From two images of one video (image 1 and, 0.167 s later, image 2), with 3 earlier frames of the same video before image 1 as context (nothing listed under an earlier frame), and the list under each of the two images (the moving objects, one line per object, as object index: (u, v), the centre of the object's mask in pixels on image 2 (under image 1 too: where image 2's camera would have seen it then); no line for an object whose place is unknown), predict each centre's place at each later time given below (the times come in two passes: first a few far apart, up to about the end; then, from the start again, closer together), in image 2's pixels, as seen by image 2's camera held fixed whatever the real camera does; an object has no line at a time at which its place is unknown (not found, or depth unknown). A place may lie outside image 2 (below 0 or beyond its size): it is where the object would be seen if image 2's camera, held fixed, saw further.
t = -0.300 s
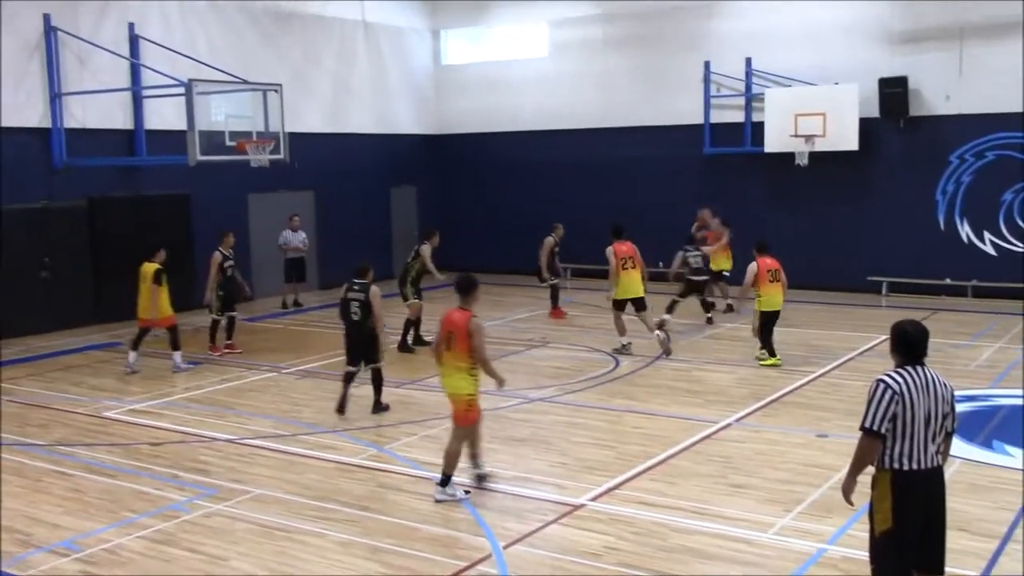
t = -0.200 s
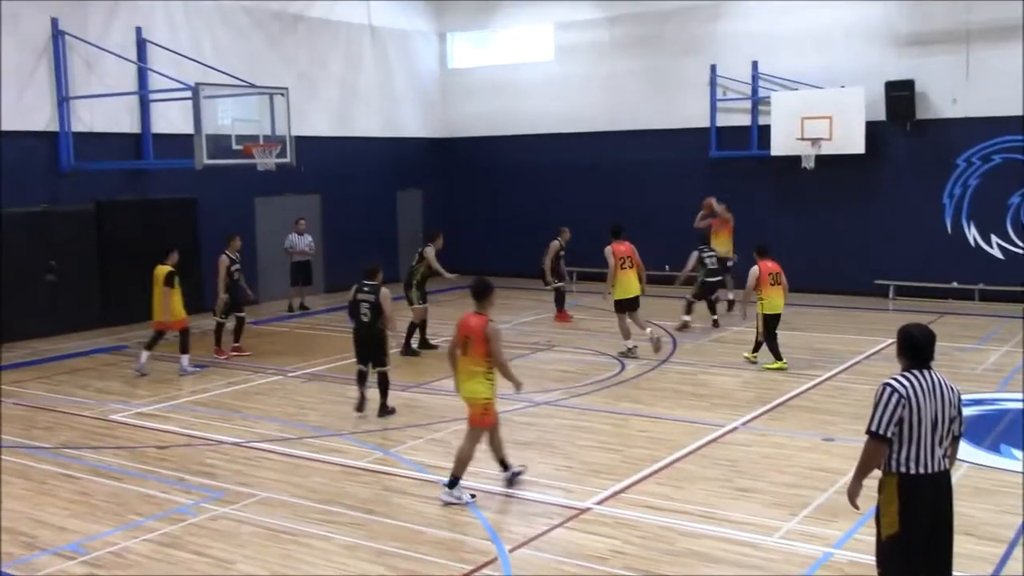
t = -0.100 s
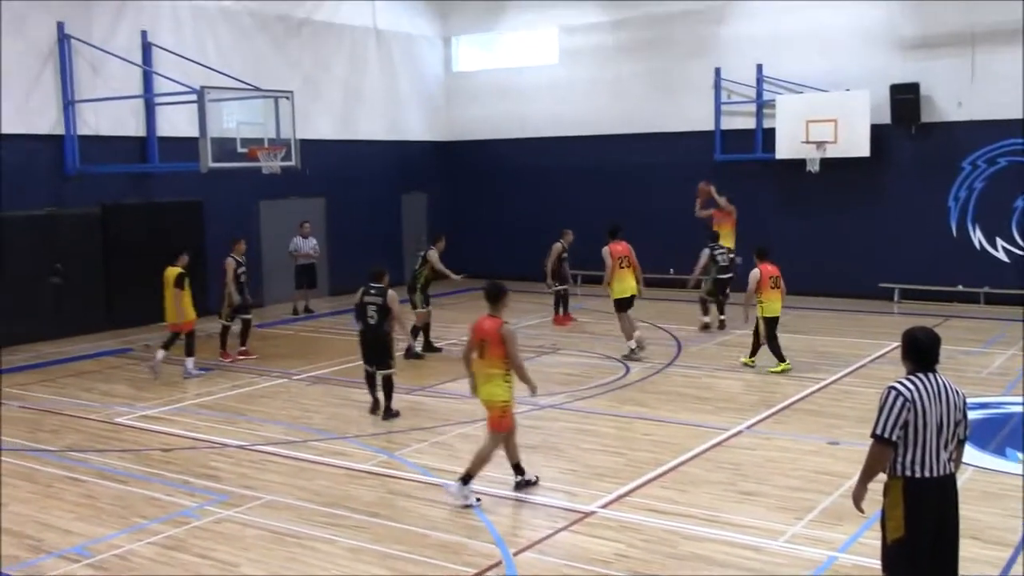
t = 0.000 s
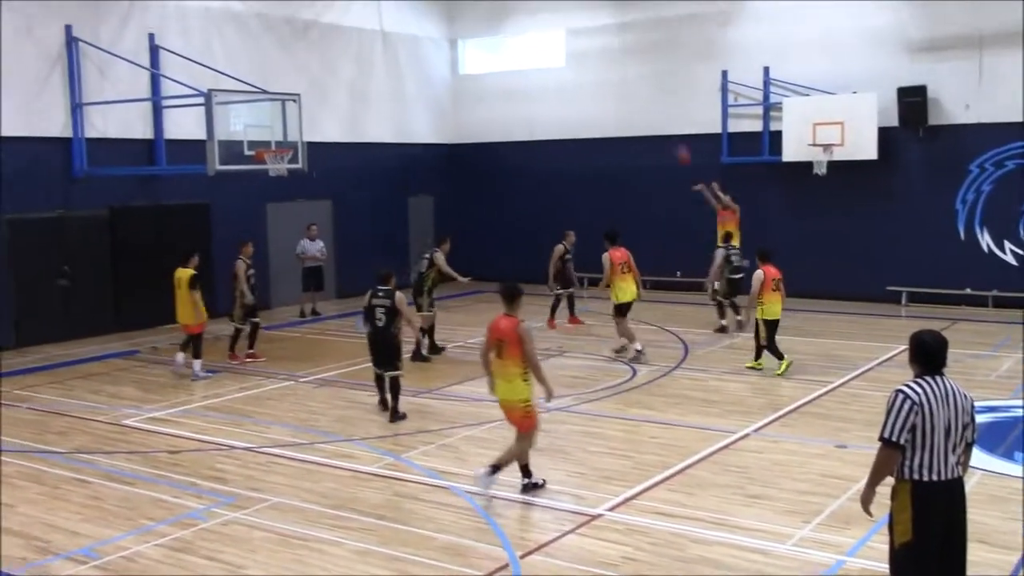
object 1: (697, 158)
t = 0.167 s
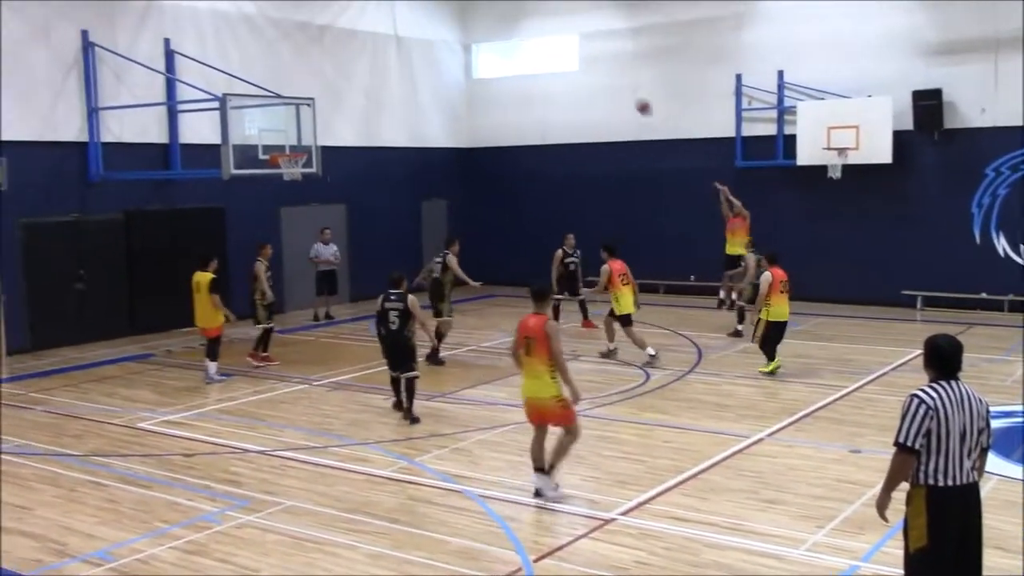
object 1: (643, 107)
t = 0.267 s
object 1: (611, 83)
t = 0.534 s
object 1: (525, 47)
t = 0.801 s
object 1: (438, 54)
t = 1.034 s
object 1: (362, 98)
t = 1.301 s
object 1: (318, 128)
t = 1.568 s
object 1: (343, 99)
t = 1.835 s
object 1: (371, 116)
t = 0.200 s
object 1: (633, 99)
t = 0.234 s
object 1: (622, 90)
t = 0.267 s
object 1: (611, 83)
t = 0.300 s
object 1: (601, 76)
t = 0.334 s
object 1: (590, 70)
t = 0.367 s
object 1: (581, 65)
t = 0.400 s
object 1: (569, 60)
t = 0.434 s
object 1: (558, 56)
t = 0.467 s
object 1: (547, 52)
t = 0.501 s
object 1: (536, 49)
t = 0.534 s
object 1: (525, 47)
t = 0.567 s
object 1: (514, 45)
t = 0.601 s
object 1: (504, 44)
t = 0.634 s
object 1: (493, 44)
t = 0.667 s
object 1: (482, 45)
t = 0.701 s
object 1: (471, 46)
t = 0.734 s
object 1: (461, 48)
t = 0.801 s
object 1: (438, 54)
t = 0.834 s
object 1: (428, 58)
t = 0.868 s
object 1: (416, 63)
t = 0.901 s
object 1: (406, 68)
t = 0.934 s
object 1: (395, 75)
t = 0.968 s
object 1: (383, 82)
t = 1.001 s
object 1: (372, 89)
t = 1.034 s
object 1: (362, 98)
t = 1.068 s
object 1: (351, 106)
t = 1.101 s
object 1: (340, 116)
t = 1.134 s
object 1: (330, 127)
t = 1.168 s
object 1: (321, 136)
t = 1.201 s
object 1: (310, 148)
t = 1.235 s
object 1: (310, 143)
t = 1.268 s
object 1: (315, 134)
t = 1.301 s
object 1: (318, 128)
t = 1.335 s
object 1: (321, 122)
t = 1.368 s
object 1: (324, 117)
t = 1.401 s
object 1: (327, 112)
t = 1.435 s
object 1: (330, 108)
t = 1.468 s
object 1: (333, 104)
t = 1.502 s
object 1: (336, 102)
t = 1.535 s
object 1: (339, 100)
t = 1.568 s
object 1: (343, 99)
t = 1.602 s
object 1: (346, 99)
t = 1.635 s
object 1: (350, 99)
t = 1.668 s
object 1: (353, 100)
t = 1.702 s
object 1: (356, 101)
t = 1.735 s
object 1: (360, 104)
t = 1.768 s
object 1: (363, 107)
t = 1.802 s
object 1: (367, 111)
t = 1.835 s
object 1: (371, 116)
